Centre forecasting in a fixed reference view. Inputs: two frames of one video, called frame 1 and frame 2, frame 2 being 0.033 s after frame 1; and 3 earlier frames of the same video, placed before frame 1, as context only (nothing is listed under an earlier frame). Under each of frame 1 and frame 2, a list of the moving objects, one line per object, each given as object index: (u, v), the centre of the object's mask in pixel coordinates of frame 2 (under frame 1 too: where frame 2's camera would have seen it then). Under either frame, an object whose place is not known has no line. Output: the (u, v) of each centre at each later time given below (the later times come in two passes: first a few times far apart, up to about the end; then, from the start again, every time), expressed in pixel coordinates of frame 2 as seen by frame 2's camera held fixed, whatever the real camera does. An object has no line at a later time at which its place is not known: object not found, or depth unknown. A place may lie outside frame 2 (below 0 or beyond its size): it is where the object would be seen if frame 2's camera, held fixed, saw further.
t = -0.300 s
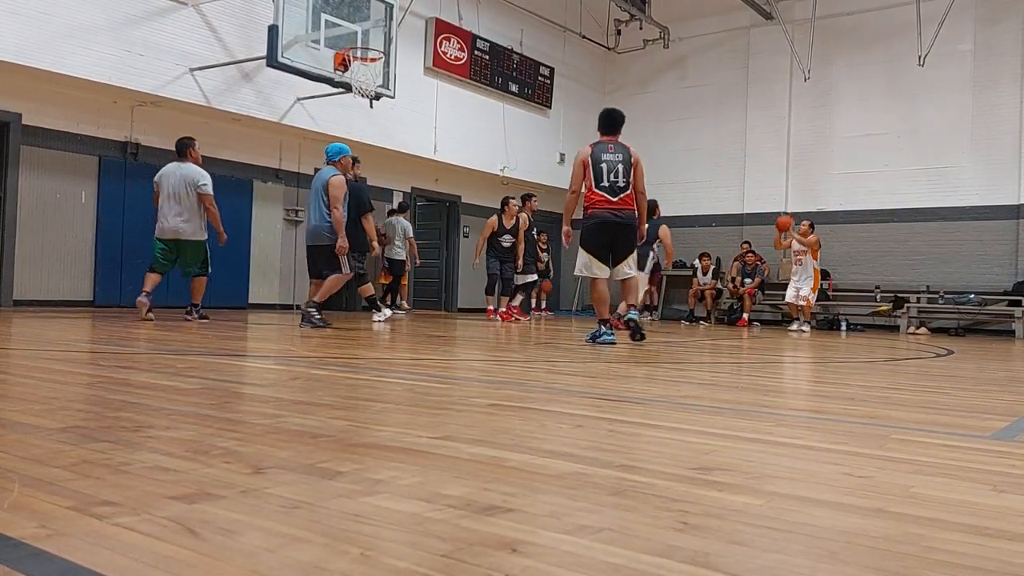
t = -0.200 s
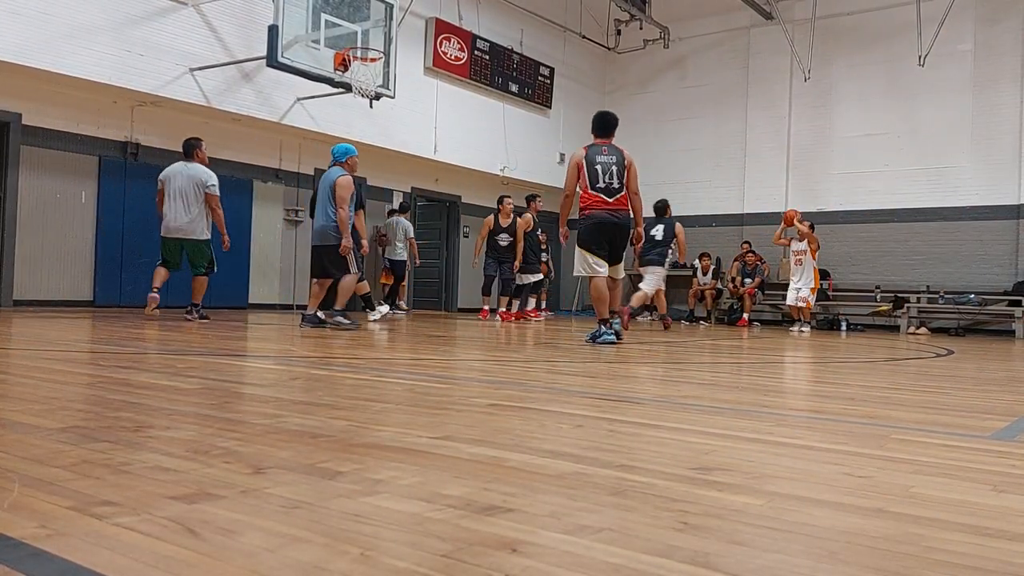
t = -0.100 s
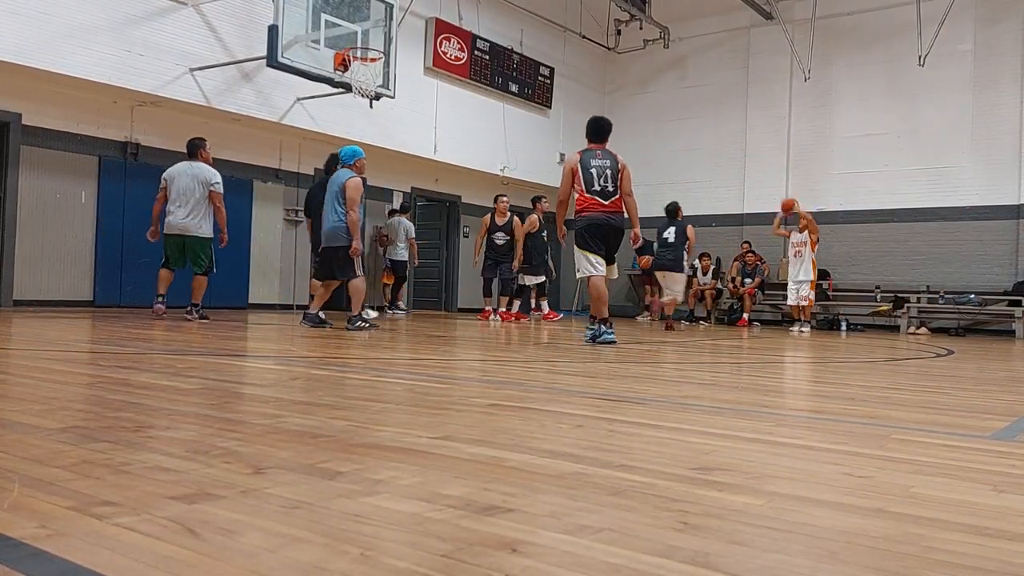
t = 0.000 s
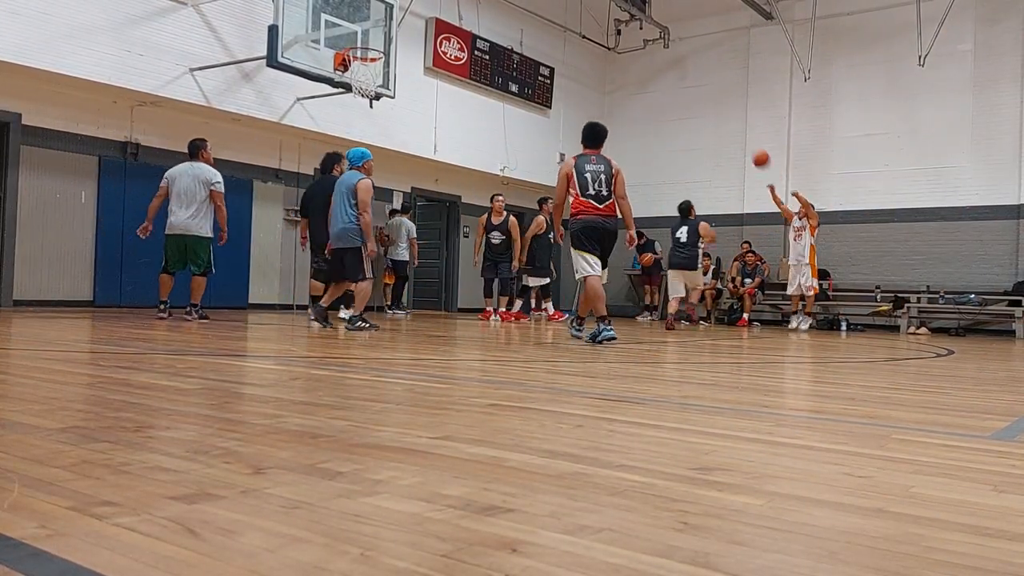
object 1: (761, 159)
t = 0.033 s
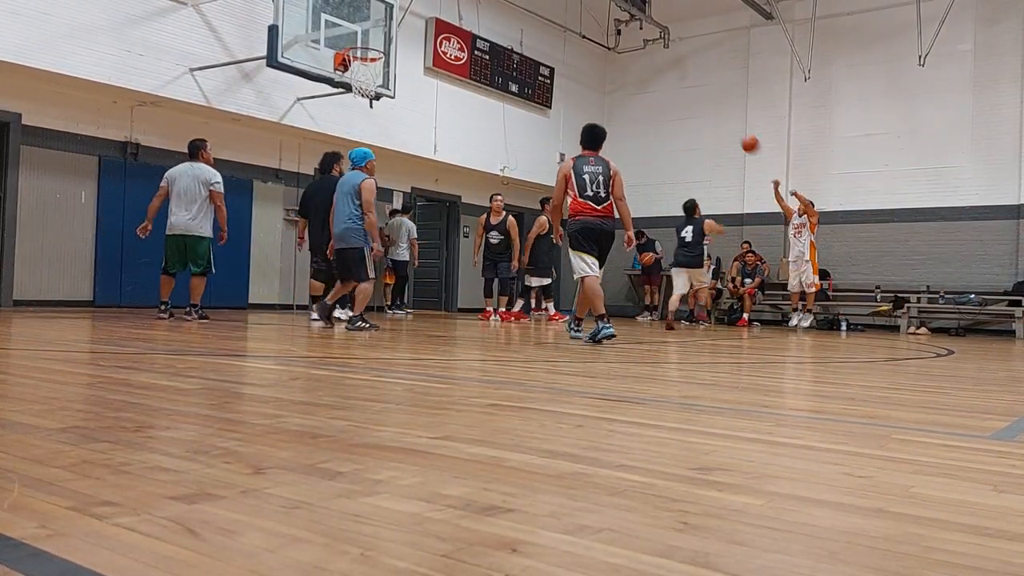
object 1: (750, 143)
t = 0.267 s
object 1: (671, 58)
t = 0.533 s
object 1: (573, 7)
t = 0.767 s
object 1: (478, 5)
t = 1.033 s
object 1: (360, 54)
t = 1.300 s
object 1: (346, 105)
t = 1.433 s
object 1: (345, 144)
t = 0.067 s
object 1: (739, 129)
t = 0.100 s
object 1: (727, 115)
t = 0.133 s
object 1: (716, 102)
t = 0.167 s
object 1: (705, 90)
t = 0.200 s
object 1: (694, 78)
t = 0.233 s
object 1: (682, 67)
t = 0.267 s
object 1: (671, 58)
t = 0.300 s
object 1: (659, 48)
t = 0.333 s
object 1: (646, 40)
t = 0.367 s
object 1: (635, 31)
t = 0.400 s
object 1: (622, 24)
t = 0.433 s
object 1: (611, 18)
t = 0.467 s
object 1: (598, 13)
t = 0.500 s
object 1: (585, 9)
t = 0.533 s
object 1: (573, 7)
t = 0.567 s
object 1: (559, 5)
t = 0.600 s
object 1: (546, 4)
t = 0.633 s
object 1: (533, 4)
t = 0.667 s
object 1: (520, 3)
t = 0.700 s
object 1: (505, 3)
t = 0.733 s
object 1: (491, 4)
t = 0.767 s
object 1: (478, 5)
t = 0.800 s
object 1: (465, 6)
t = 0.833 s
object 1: (450, 9)
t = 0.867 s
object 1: (434, 13)
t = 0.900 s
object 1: (420, 20)
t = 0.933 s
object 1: (406, 27)
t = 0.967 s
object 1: (391, 35)
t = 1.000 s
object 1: (375, 43)
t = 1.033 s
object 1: (360, 54)
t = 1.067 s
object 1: (350, 63)
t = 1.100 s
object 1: (346, 73)
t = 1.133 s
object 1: (345, 78)
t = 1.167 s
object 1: (346, 80)
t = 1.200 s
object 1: (346, 85)
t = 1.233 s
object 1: (346, 91)
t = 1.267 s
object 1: (346, 97)
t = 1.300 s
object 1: (346, 105)
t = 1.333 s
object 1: (346, 113)
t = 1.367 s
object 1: (346, 122)
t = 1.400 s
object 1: (346, 133)
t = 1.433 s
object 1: (345, 144)
